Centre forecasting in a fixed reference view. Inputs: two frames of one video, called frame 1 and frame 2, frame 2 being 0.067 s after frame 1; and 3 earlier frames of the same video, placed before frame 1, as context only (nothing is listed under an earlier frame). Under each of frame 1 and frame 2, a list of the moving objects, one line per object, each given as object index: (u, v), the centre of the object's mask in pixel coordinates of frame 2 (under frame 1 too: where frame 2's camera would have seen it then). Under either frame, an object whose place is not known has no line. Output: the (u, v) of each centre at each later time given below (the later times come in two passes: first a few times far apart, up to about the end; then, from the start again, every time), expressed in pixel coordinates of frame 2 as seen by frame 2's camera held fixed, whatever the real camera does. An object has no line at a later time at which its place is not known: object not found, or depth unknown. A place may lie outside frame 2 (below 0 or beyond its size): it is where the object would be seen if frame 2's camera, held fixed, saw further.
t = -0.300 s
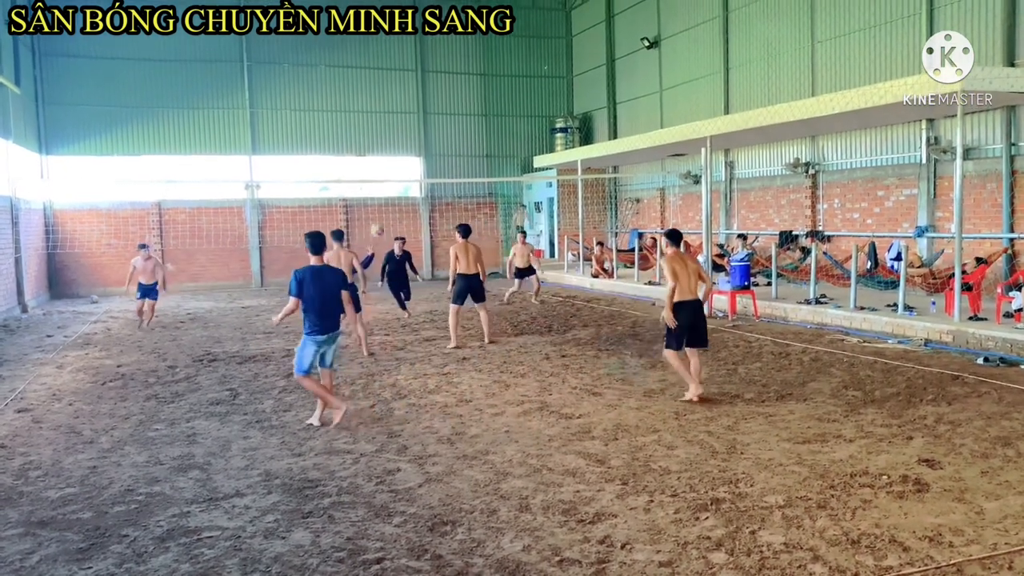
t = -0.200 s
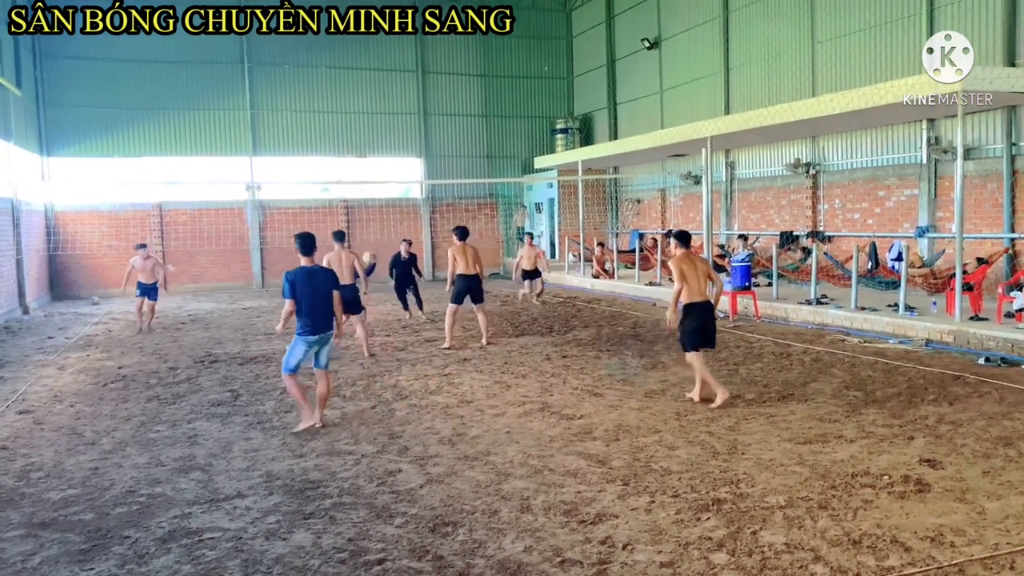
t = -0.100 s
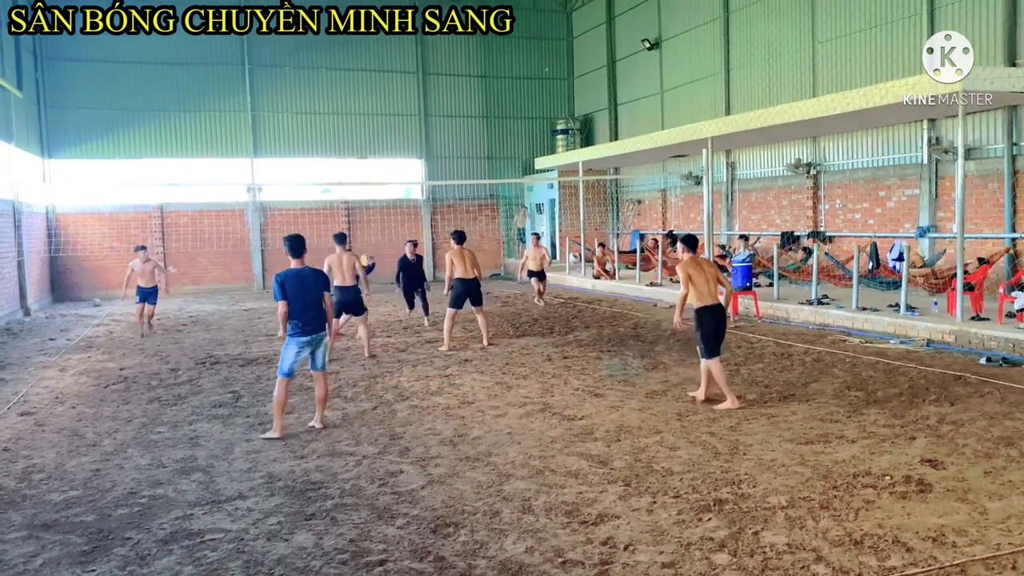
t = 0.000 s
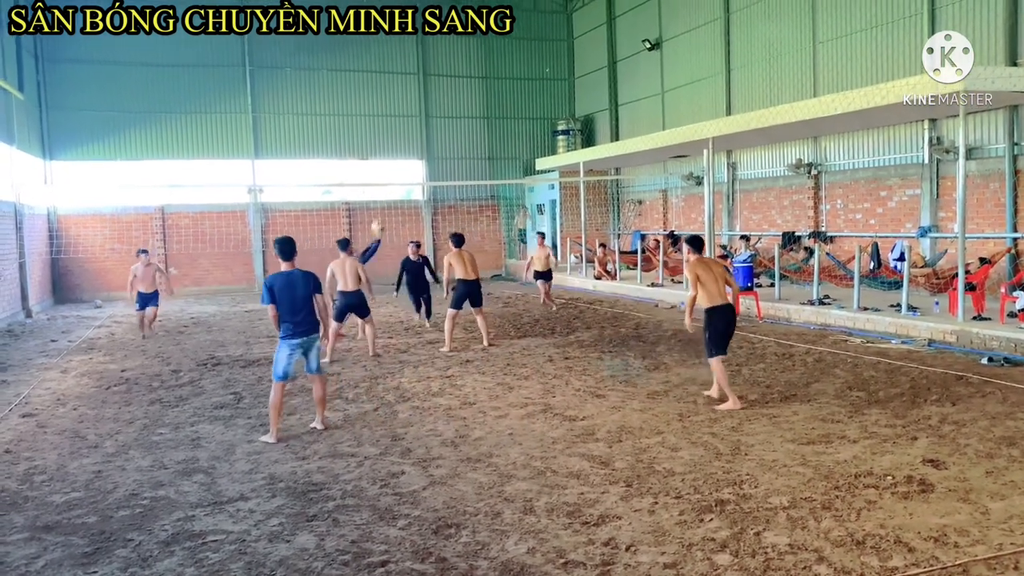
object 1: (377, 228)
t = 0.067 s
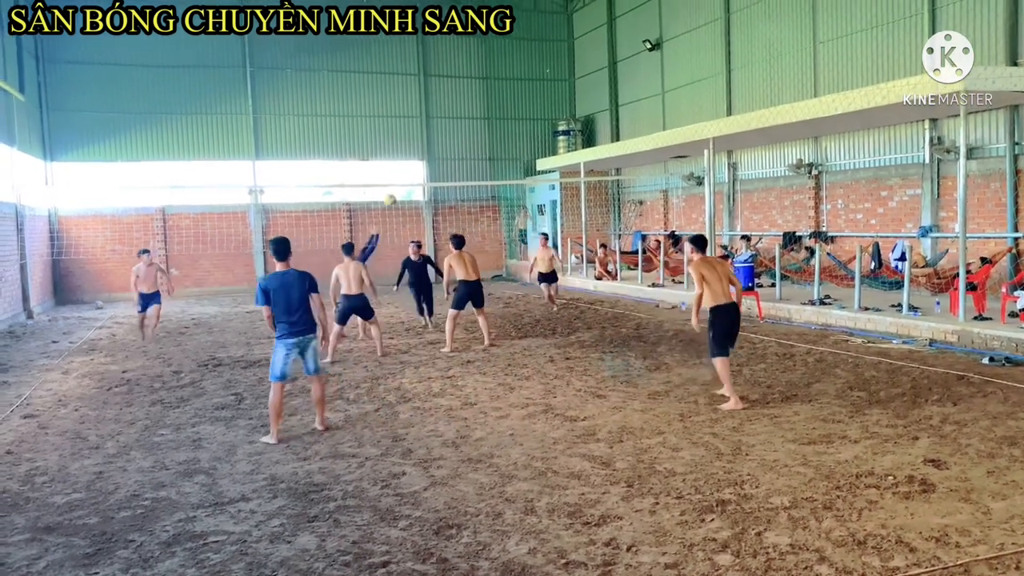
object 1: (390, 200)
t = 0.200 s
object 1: (411, 154)
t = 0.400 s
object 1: (444, 106)
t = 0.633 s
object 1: (483, 85)
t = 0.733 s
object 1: (500, 87)
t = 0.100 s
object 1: (396, 187)
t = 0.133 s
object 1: (401, 175)
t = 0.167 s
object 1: (407, 164)
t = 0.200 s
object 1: (411, 154)
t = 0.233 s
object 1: (416, 144)
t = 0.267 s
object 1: (422, 135)
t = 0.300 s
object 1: (427, 127)
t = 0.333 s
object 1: (433, 119)
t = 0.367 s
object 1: (439, 113)
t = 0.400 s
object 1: (444, 106)
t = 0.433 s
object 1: (450, 102)
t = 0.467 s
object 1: (456, 97)
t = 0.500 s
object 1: (461, 93)
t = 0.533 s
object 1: (466, 90)
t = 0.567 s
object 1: (472, 88)
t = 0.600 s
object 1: (478, 86)
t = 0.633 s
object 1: (483, 85)
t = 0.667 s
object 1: (489, 85)
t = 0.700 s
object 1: (494, 85)
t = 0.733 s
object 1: (500, 87)
